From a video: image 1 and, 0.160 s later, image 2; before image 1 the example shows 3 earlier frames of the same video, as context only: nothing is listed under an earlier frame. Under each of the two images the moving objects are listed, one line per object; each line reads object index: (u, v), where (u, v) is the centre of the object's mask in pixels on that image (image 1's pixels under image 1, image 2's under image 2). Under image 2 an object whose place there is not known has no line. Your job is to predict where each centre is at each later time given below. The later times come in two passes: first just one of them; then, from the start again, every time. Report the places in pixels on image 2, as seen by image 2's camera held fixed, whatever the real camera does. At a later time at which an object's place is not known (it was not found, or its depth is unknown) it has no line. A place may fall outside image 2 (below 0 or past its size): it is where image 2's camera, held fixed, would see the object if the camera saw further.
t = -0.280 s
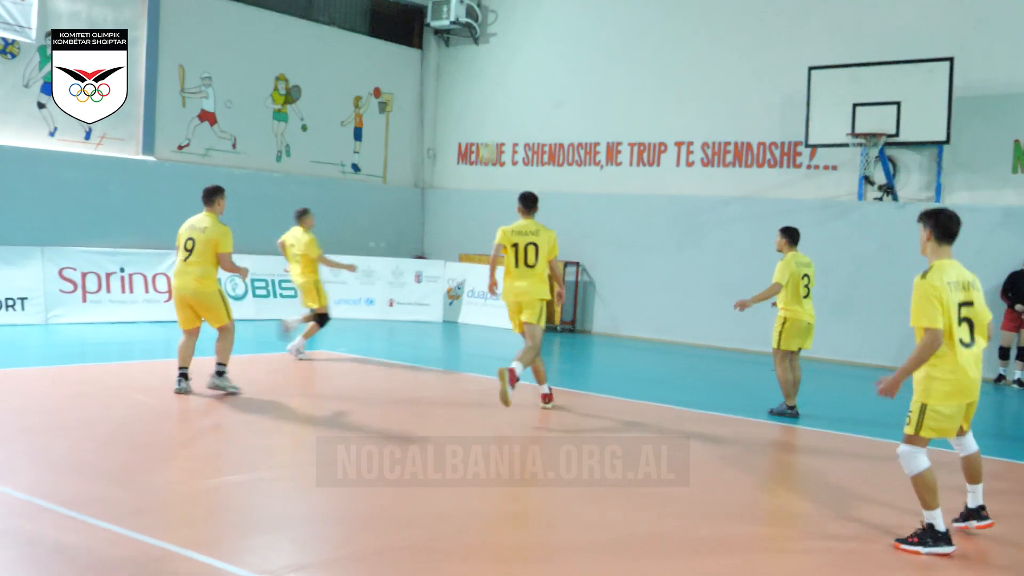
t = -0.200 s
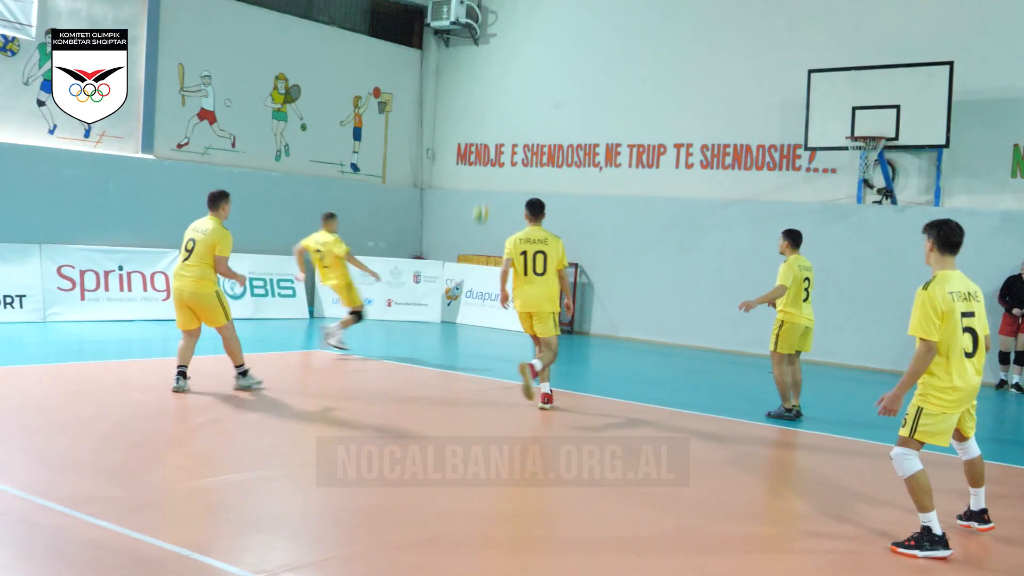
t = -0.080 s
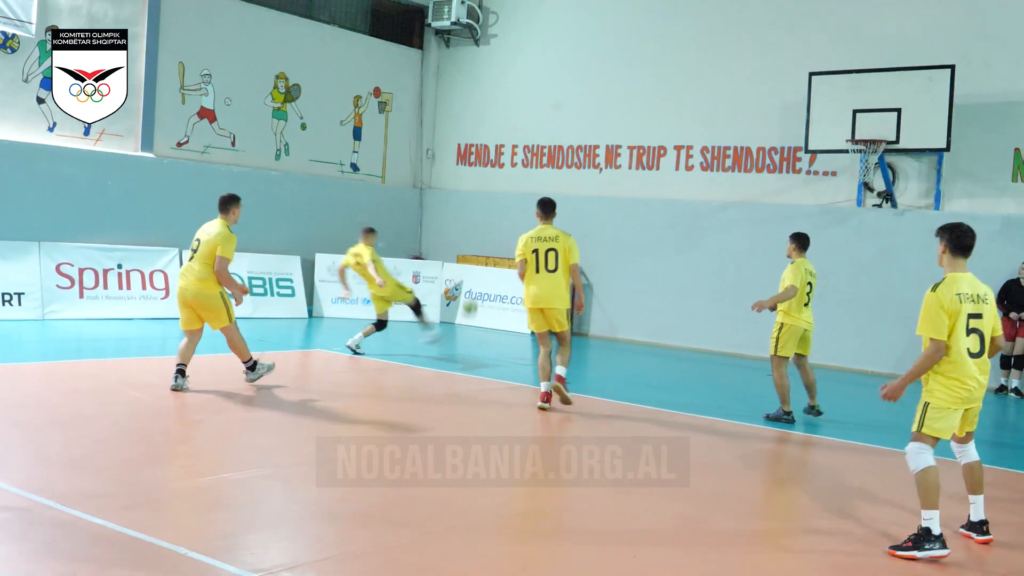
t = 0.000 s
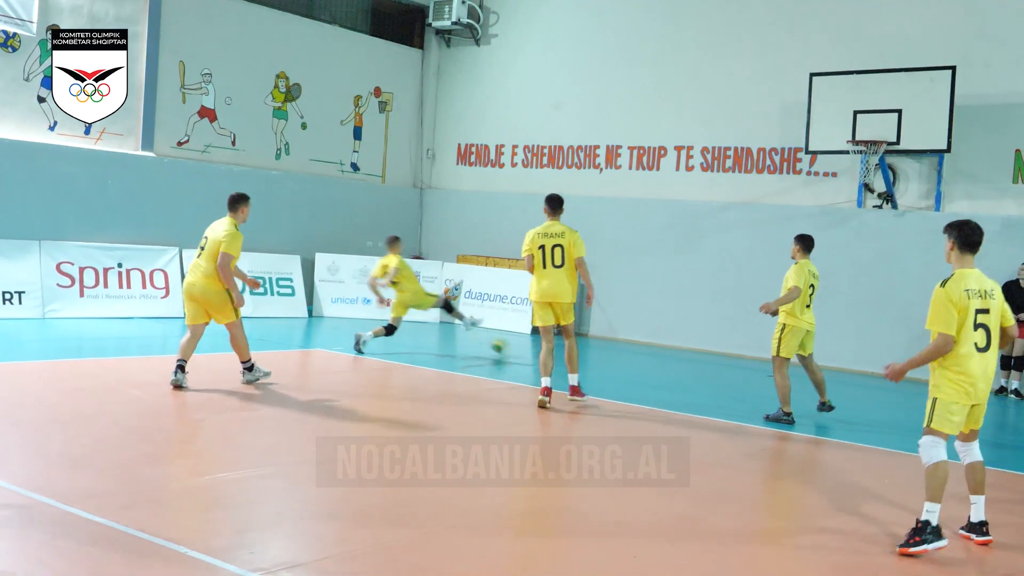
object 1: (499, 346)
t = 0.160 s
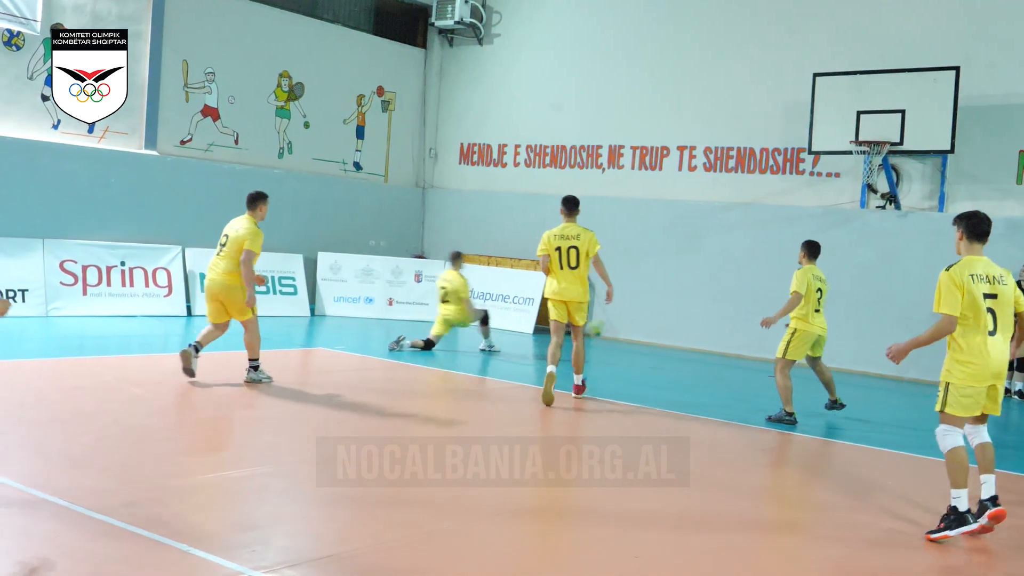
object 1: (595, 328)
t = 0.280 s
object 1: (667, 323)
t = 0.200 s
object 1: (621, 325)
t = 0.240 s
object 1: (644, 323)
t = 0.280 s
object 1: (667, 323)
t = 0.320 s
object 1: (690, 325)
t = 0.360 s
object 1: (713, 328)
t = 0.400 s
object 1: (736, 333)
